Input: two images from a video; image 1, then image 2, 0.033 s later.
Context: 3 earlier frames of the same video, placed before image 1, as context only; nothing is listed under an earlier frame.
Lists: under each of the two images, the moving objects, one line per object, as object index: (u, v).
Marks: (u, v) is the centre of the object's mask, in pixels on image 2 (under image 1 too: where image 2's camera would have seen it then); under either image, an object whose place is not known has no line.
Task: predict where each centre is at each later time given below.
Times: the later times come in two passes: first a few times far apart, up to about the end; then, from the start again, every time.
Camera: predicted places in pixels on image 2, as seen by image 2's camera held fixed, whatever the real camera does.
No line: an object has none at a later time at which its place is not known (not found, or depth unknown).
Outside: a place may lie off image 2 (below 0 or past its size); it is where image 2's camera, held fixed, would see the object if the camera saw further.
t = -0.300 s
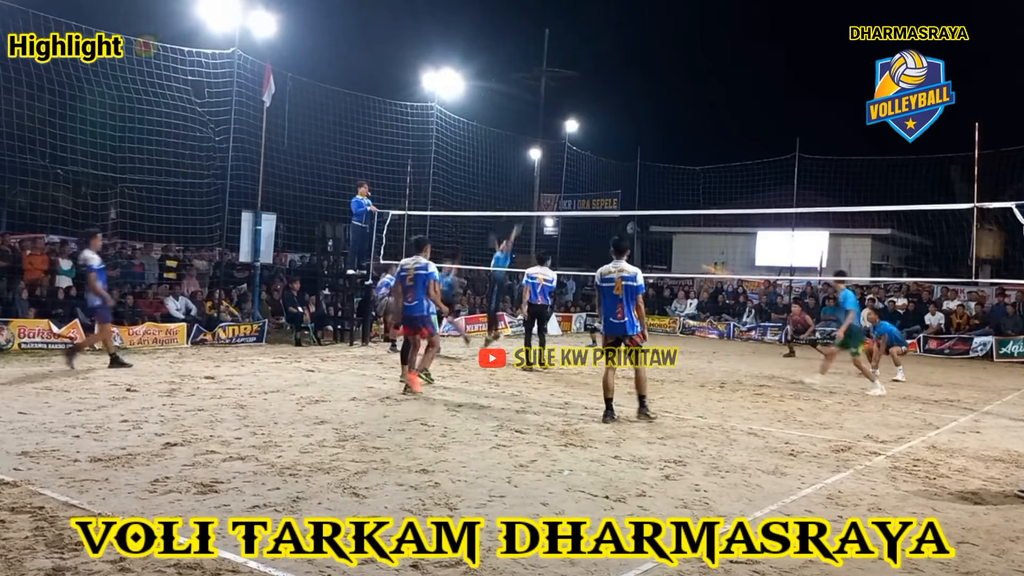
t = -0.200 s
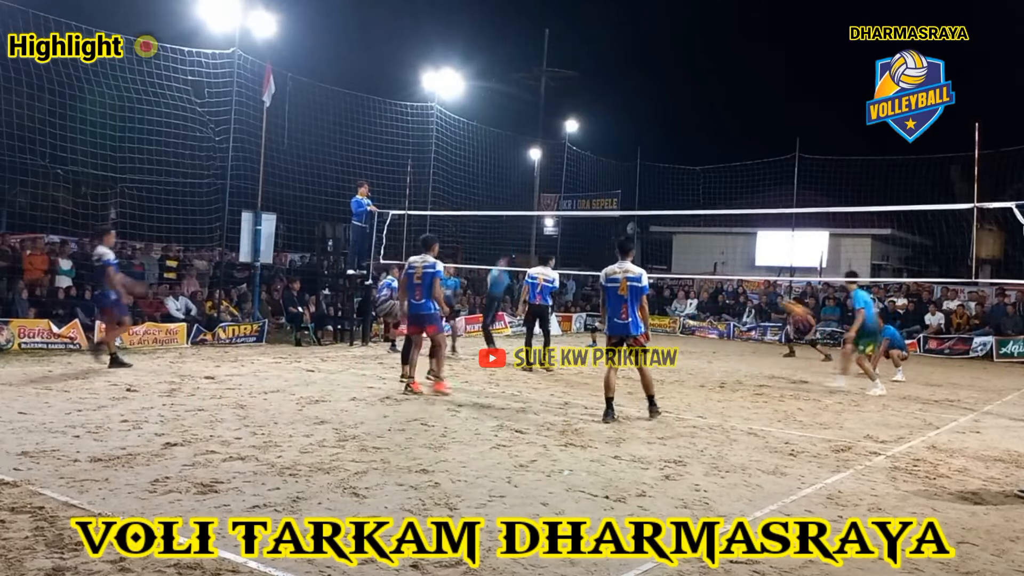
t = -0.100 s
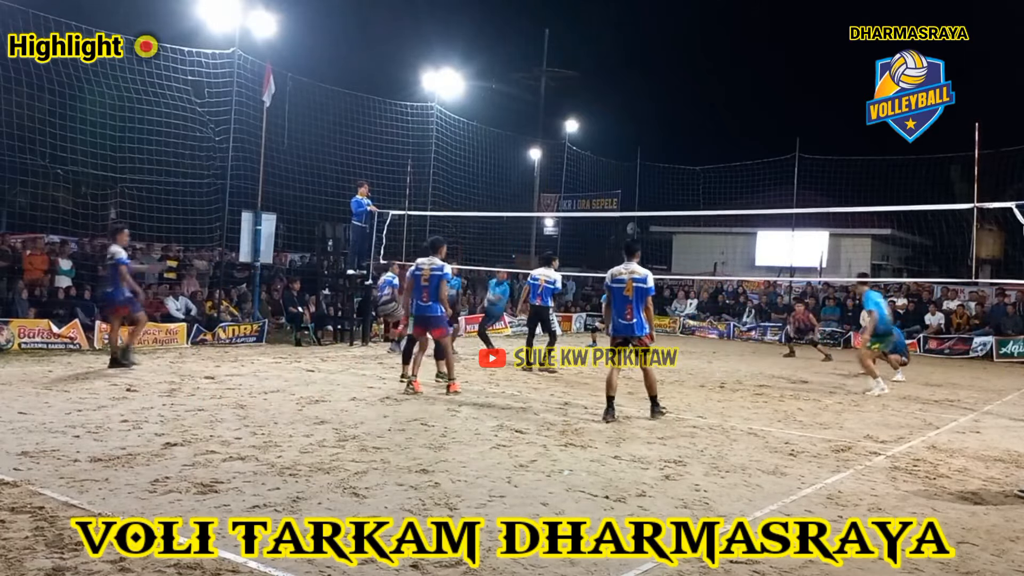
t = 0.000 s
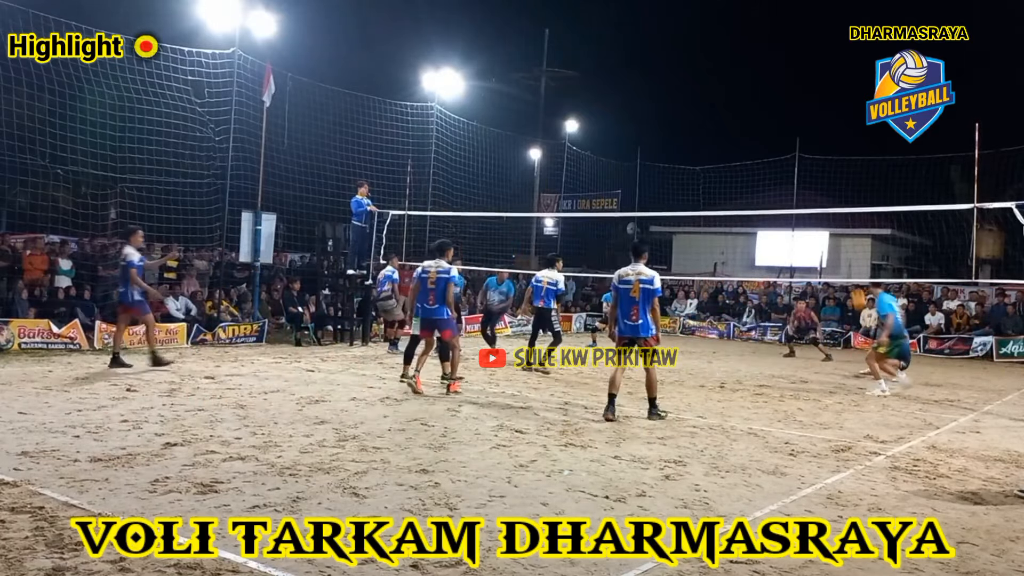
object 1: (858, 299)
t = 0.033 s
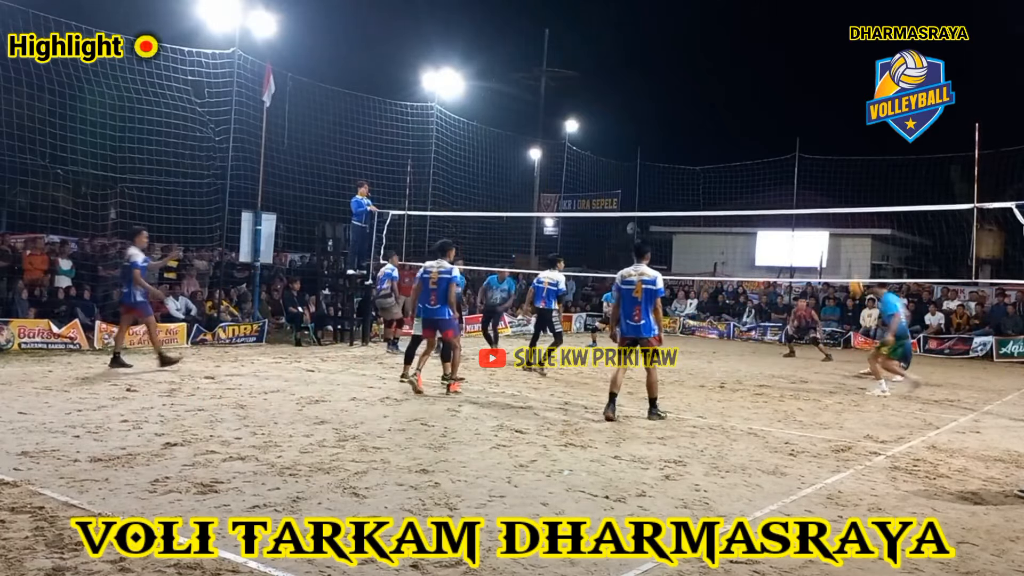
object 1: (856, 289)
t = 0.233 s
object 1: (835, 211)
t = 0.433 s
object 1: (813, 159)
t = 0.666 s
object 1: (789, 129)
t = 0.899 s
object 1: (762, 132)
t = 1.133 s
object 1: (734, 167)
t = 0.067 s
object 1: (852, 270)
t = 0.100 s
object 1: (848, 257)
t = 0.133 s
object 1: (845, 244)
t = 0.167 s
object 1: (841, 231)
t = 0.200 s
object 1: (838, 221)
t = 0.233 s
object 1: (835, 211)
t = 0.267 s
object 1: (831, 199)
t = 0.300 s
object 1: (827, 190)
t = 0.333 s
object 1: (824, 181)
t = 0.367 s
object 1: (820, 173)
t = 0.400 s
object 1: (817, 166)
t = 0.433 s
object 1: (813, 159)
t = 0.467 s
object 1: (810, 153)
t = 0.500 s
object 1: (806, 147)
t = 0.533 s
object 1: (803, 142)
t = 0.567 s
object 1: (799, 138)
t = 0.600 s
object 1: (796, 134)
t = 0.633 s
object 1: (792, 131)
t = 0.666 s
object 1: (789, 129)
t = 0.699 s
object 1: (785, 127)
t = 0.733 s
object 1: (781, 126)
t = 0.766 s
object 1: (777, 126)
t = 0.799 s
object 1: (773, 126)
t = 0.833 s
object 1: (770, 128)
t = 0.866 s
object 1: (766, 129)
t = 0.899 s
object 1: (762, 132)
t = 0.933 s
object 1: (758, 135)
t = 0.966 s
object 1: (754, 138)
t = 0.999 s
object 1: (750, 143)
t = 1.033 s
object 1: (746, 148)
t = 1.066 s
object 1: (742, 154)
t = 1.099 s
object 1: (738, 160)
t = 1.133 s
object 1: (734, 167)
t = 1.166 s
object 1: (730, 175)
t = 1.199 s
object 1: (725, 184)
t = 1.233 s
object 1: (721, 193)
